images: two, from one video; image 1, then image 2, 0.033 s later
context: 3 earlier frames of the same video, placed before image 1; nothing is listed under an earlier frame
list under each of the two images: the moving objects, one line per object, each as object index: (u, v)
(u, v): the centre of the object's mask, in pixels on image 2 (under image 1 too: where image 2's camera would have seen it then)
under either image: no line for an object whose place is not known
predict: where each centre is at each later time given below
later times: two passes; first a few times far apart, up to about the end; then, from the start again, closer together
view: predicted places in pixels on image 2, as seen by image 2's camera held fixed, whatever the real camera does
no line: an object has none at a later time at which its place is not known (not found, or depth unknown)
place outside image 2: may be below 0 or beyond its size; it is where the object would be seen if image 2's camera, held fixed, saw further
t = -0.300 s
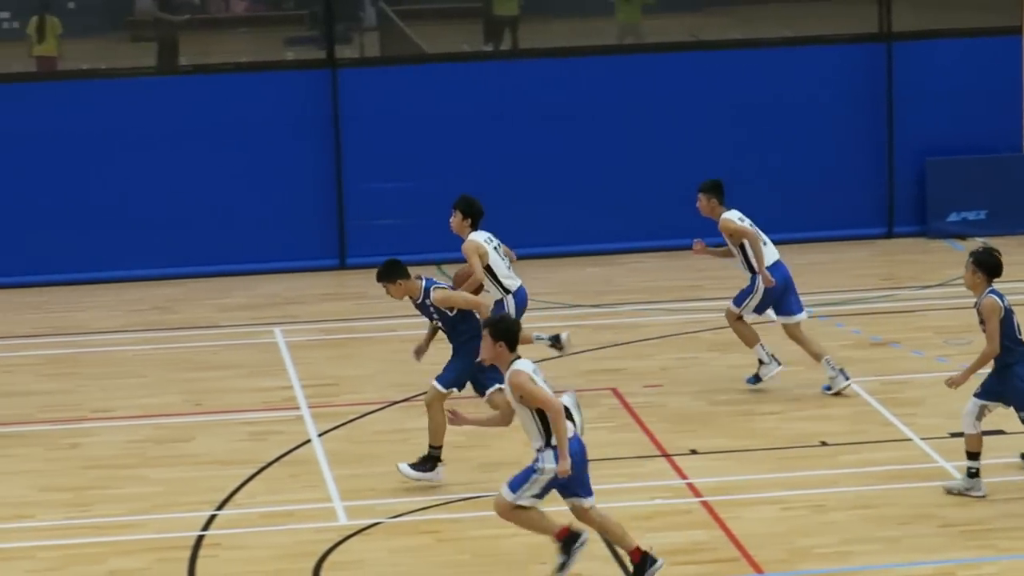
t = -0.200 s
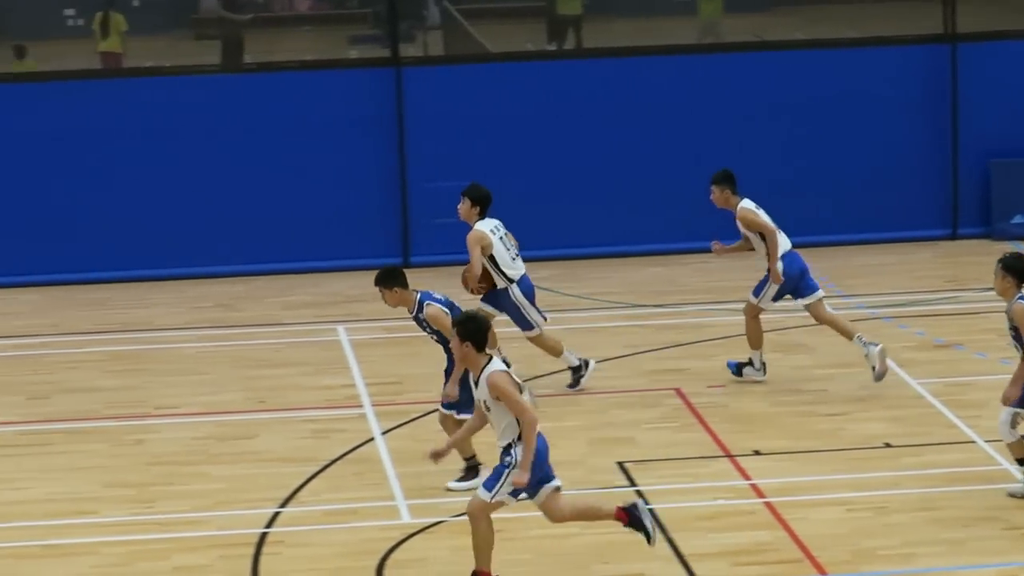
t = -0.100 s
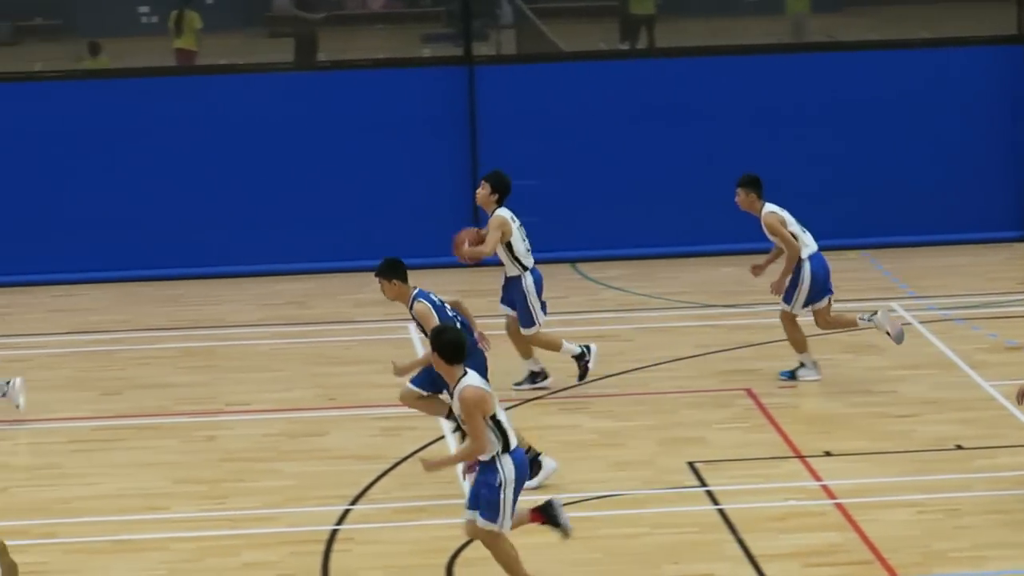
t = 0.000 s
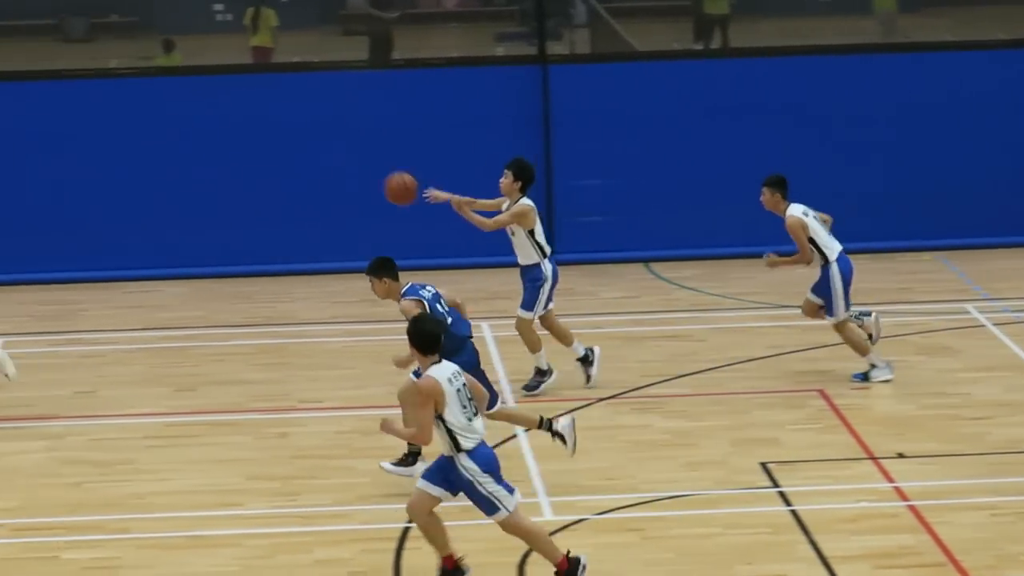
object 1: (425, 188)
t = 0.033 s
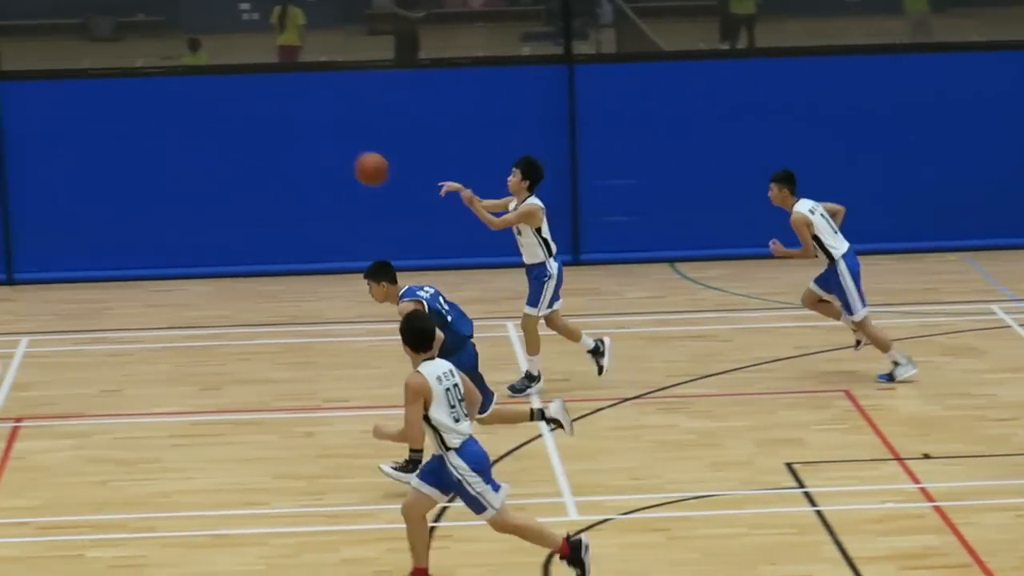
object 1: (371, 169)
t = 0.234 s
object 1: (35, 71)
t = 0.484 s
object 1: (-439, -5)
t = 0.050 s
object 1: (343, 159)
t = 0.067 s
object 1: (316, 150)
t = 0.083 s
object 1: (289, 142)
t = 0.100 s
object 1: (261, 133)
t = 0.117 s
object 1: (234, 125)
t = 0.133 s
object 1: (206, 116)
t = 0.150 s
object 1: (178, 109)
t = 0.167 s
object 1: (150, 101)
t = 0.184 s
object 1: (122, 94)
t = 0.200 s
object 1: (93, 86)
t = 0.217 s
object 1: (65, 79)
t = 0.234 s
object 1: (35, 71)
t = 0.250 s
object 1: (9, 64)
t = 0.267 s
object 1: (-18, 57)
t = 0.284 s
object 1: (-47, 50)
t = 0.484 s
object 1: (-439, -5)
